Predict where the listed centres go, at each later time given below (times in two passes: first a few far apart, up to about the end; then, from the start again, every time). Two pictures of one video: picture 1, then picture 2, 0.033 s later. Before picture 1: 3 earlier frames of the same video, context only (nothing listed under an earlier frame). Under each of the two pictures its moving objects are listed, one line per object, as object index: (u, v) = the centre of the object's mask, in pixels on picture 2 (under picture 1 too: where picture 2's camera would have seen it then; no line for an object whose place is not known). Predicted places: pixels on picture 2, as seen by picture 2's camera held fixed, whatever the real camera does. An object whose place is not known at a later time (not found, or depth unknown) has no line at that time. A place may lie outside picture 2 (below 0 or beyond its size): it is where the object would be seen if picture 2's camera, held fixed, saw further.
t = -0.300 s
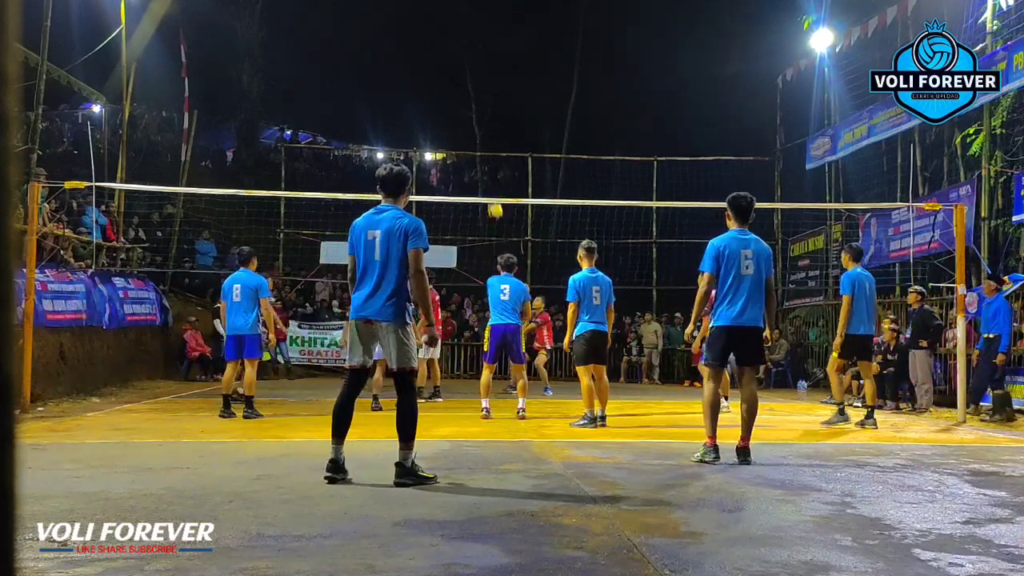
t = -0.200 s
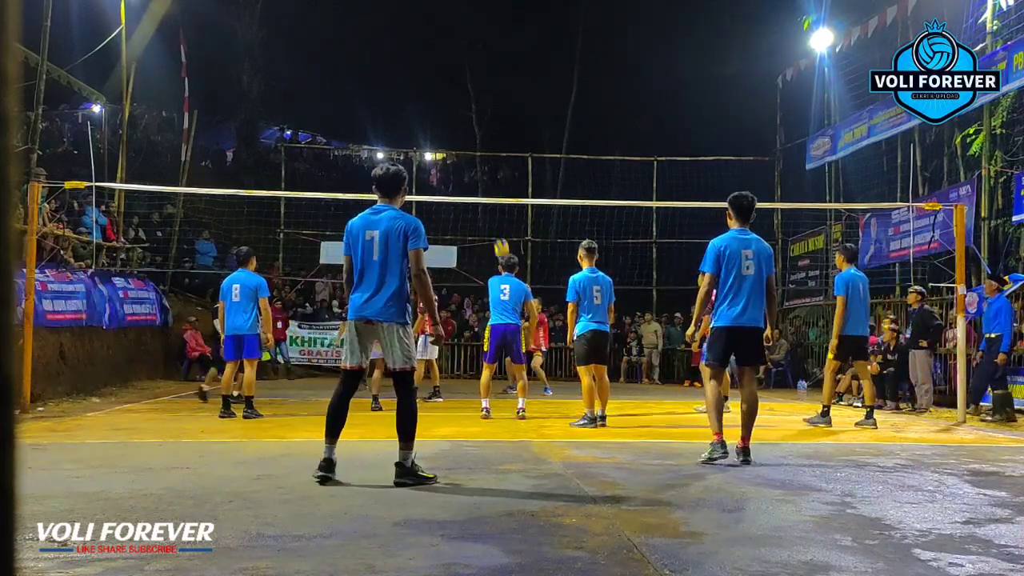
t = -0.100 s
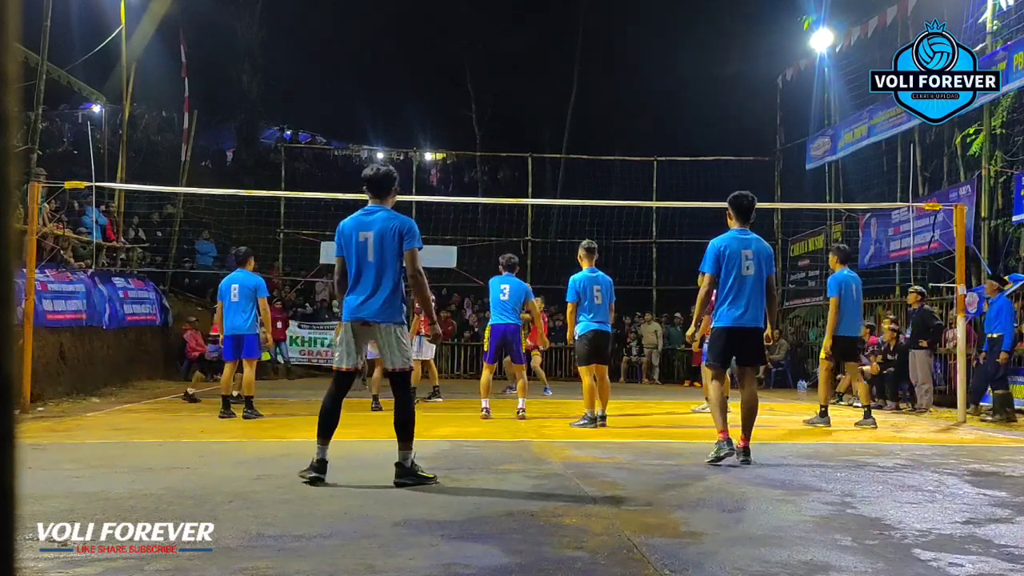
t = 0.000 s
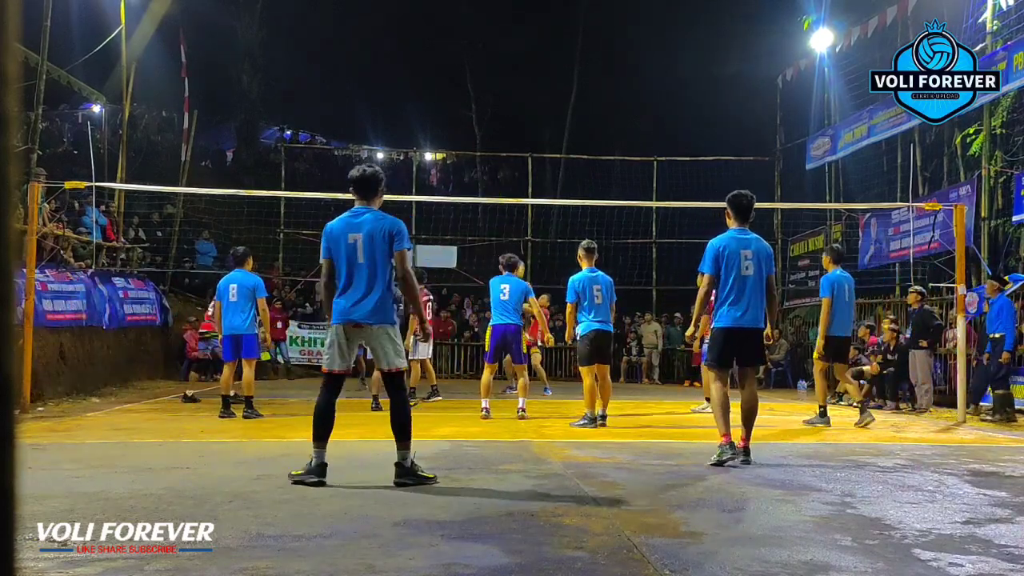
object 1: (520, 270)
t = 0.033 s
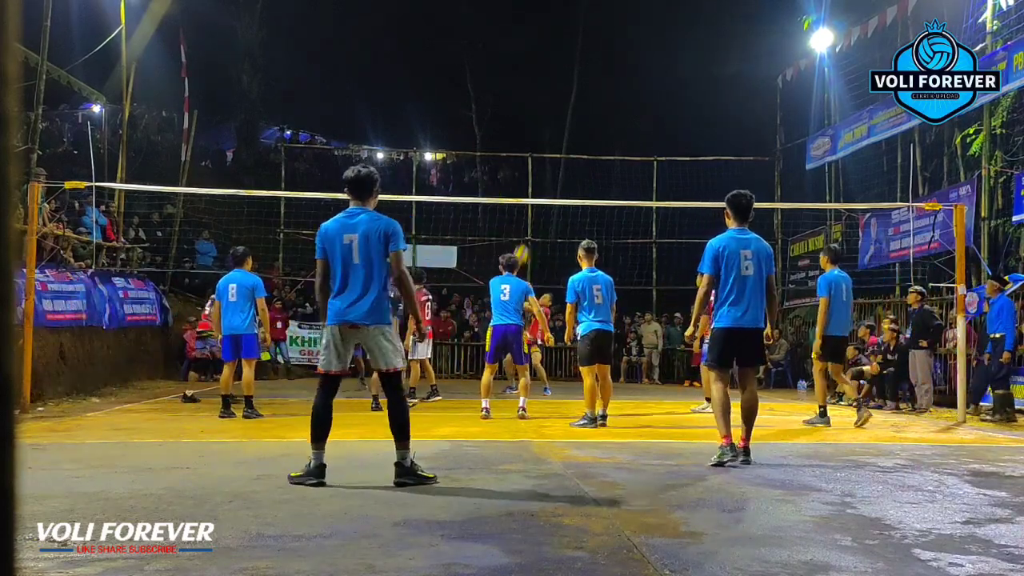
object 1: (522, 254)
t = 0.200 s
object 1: (538, 185)
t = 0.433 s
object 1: (564, 116)
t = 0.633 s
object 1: (588, 83)
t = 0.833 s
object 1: (614, 77)
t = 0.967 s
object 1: (632, 90)
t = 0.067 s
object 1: (524, 240)
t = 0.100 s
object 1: (527, 226)
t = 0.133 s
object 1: (531, 212)
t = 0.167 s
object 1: (535, 196)
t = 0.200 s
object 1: (538, 185)
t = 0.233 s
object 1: (542, 173)
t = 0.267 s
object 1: (546, 162)
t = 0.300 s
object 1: (549, 151)
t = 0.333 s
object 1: (553, 141)
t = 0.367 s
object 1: (557, 132)
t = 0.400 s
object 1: (560, 124)
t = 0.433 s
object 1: (564, 116)
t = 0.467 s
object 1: (568, 109)
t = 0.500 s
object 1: (572, 102)
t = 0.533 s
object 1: (576, 96)
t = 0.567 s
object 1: (580, 91)
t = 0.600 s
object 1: (584, 87)
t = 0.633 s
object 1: (588, 83)
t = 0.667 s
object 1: (592, 80)
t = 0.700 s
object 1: (597, 78)
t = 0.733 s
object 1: (601, 77)
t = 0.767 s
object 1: (605, 76)
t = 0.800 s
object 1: (610, 76)
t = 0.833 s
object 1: (614, 77)
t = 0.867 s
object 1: (618, 79)
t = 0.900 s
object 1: (623, 82)
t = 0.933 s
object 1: (627, 85)
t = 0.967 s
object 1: (632, 90)
